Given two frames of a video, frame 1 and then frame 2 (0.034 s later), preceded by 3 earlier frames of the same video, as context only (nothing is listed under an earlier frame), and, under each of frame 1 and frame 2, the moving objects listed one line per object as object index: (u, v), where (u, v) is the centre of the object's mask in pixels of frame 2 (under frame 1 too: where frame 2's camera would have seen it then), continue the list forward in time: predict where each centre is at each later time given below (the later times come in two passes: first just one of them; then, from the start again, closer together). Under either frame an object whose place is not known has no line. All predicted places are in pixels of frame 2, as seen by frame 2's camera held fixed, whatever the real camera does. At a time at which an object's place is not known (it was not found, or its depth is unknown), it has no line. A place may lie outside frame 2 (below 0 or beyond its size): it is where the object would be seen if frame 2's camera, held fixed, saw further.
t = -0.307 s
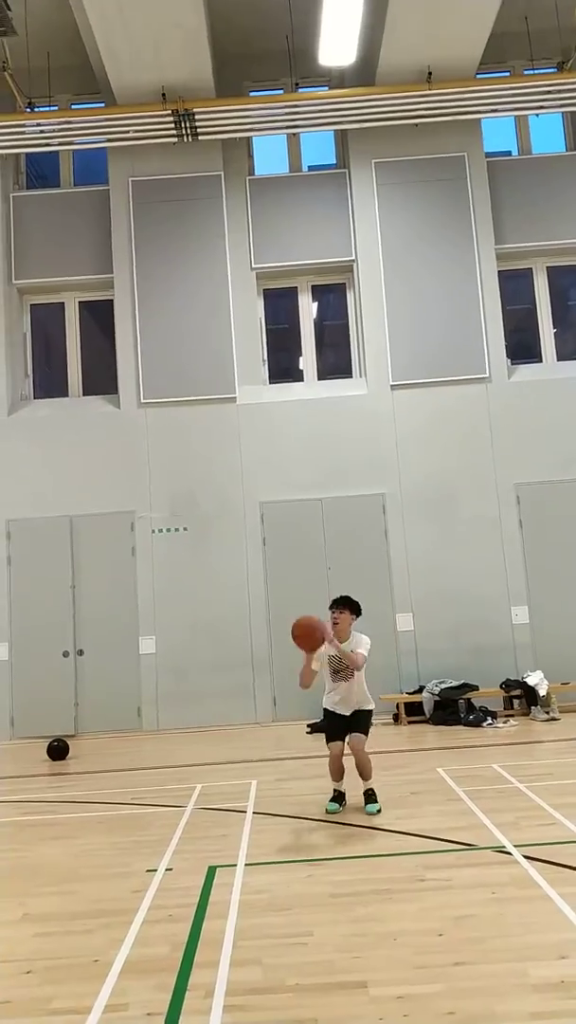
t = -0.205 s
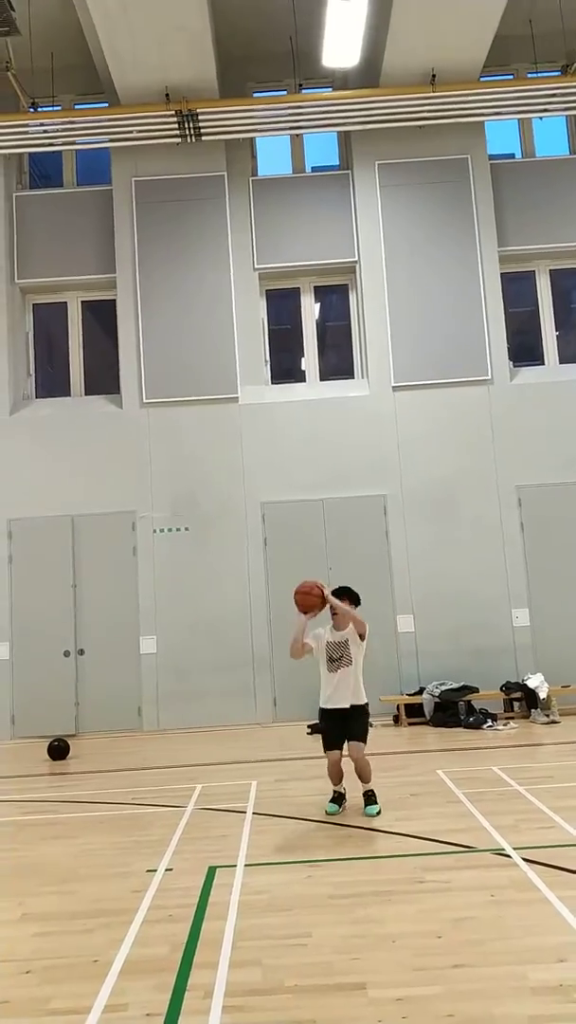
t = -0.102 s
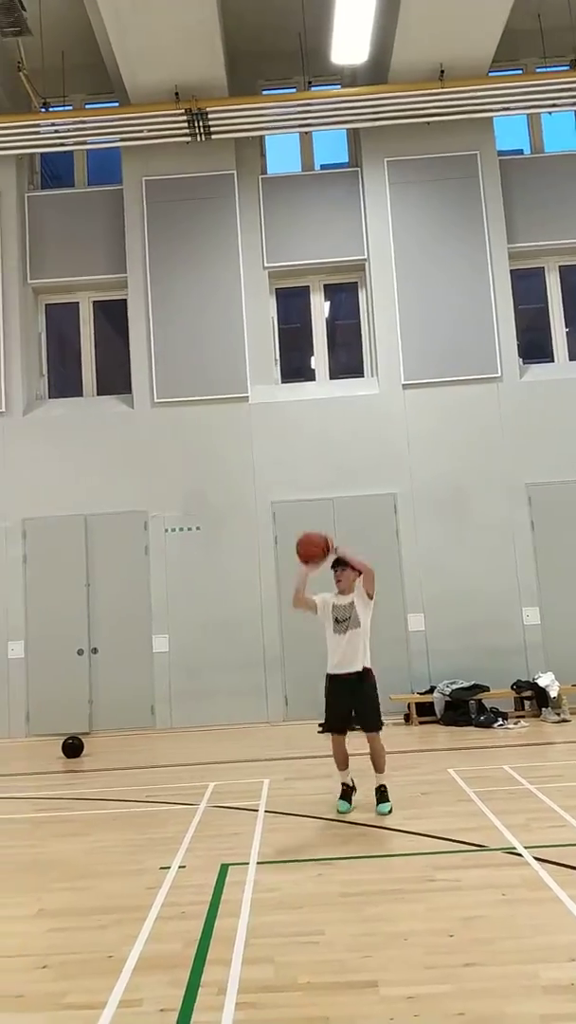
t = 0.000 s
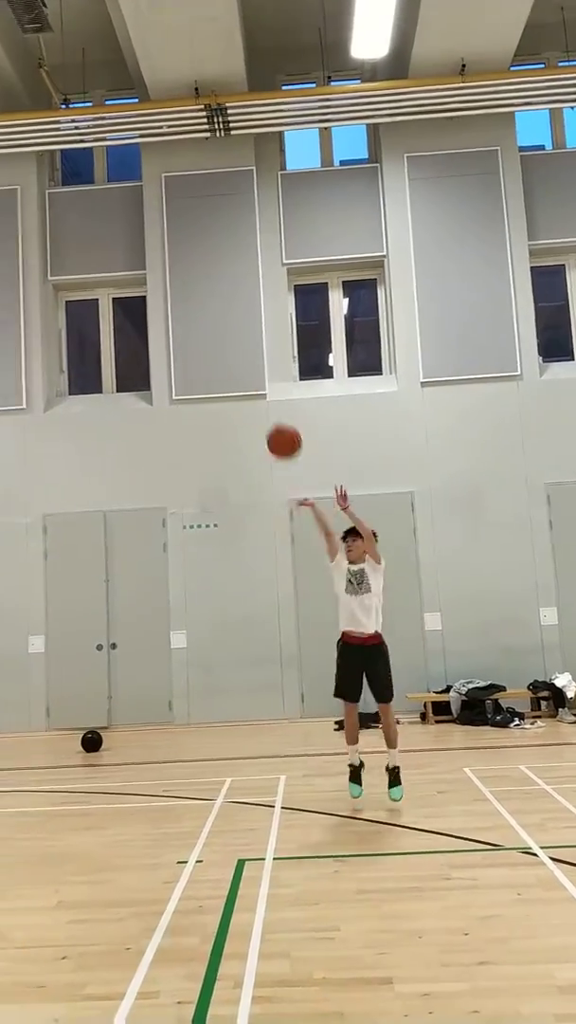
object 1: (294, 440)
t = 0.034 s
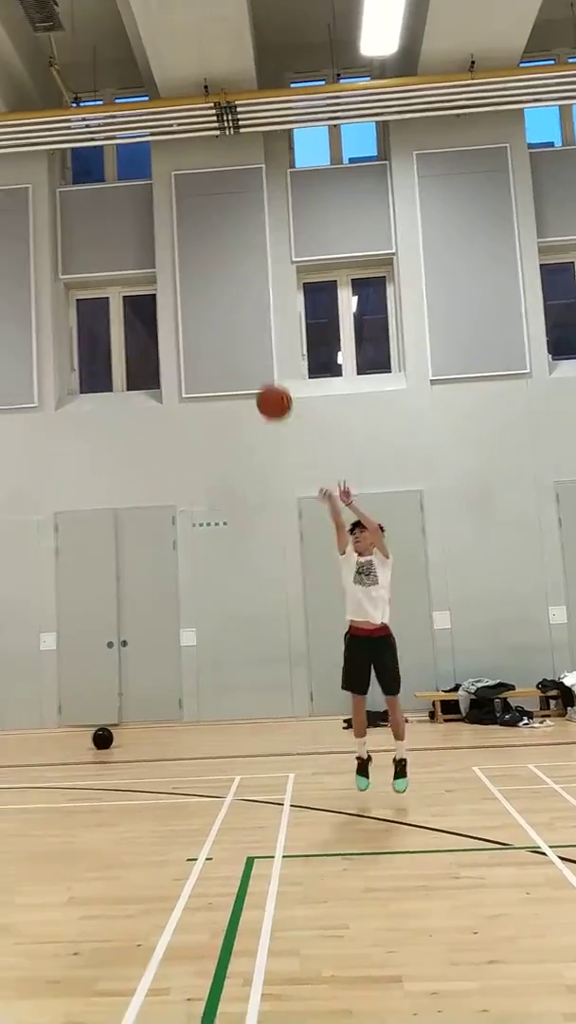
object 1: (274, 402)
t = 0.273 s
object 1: (129, 155)
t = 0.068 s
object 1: (254, 365)
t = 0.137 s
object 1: (213, 293)
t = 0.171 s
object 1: (193, 257)
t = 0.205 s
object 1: (172, 222)
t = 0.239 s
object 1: (150, 188)
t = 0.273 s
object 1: (129, 155)
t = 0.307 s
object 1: (106, 122)
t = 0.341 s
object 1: (83, 89)
